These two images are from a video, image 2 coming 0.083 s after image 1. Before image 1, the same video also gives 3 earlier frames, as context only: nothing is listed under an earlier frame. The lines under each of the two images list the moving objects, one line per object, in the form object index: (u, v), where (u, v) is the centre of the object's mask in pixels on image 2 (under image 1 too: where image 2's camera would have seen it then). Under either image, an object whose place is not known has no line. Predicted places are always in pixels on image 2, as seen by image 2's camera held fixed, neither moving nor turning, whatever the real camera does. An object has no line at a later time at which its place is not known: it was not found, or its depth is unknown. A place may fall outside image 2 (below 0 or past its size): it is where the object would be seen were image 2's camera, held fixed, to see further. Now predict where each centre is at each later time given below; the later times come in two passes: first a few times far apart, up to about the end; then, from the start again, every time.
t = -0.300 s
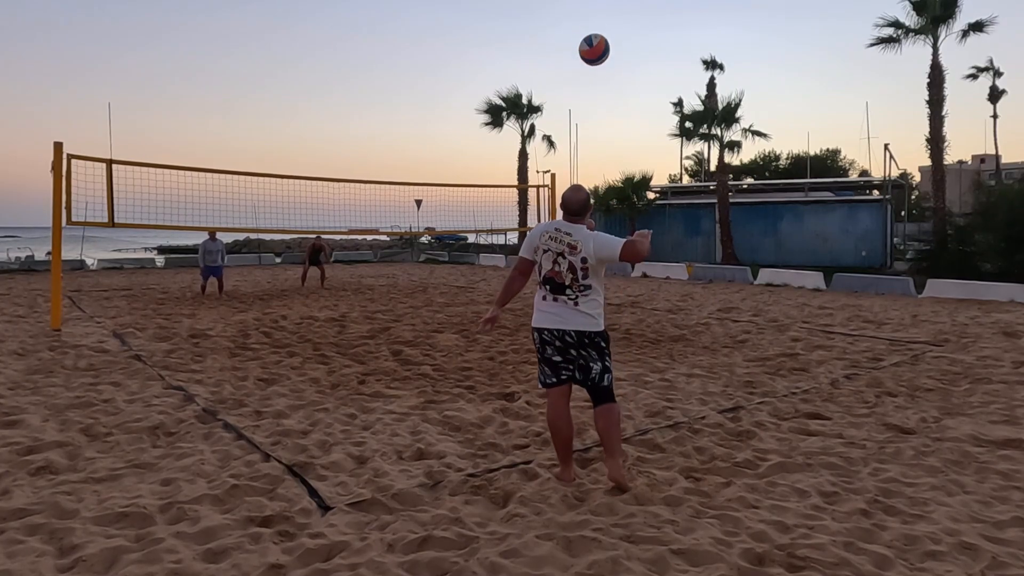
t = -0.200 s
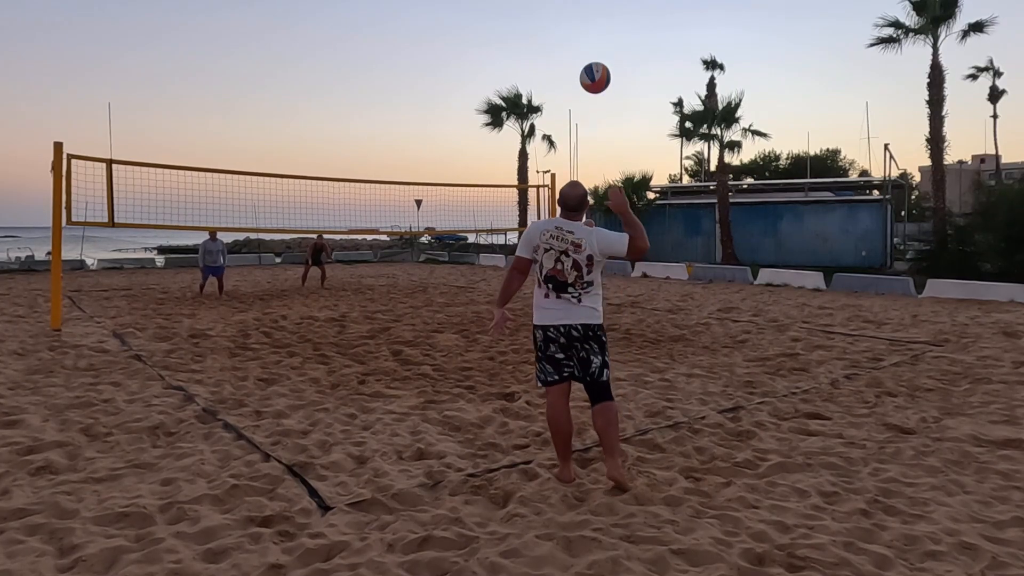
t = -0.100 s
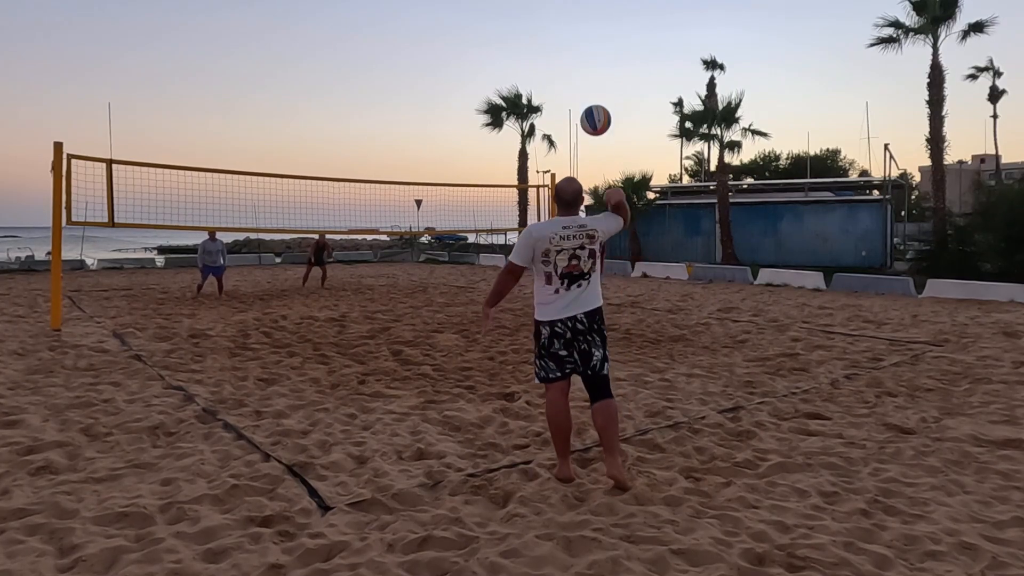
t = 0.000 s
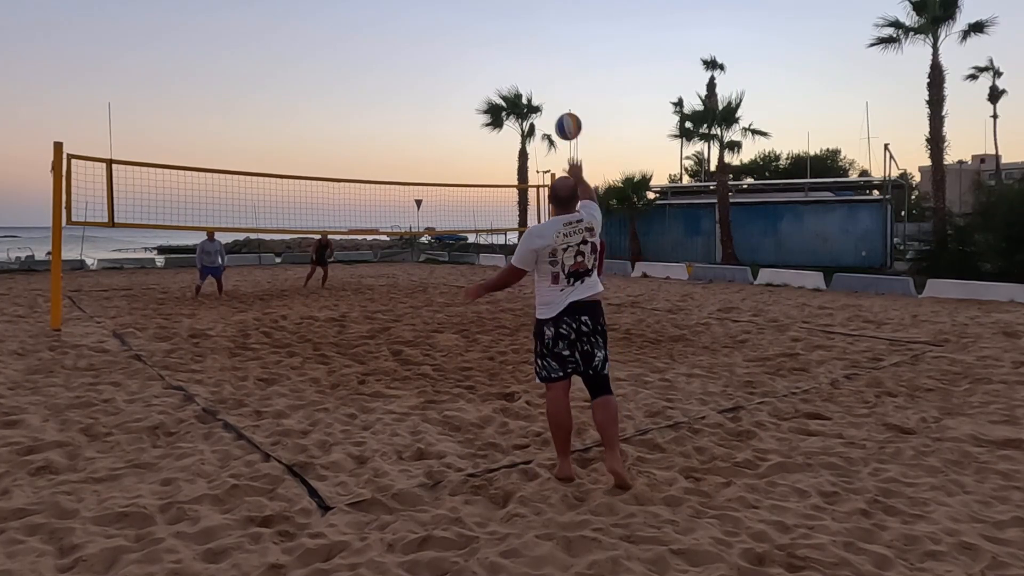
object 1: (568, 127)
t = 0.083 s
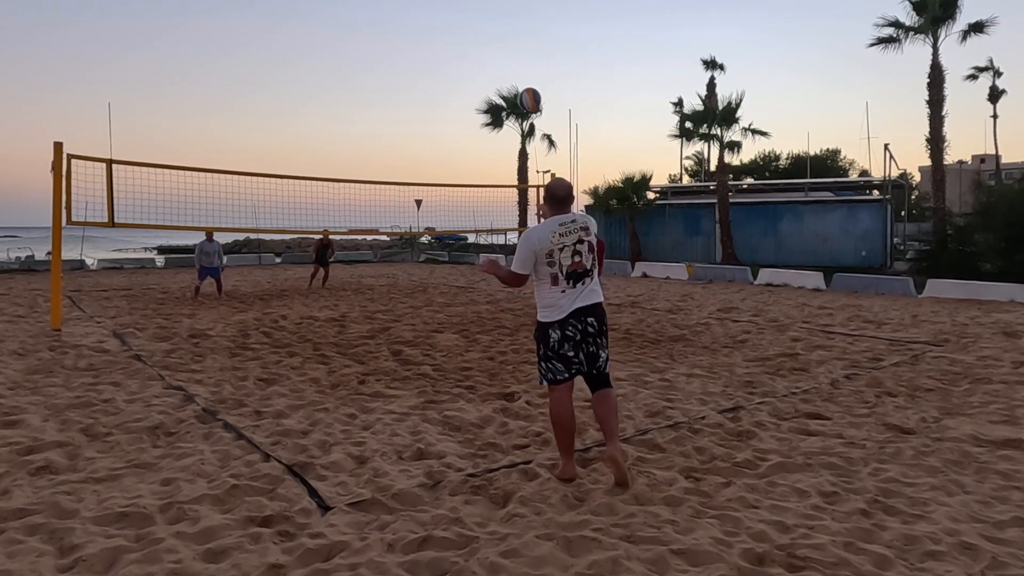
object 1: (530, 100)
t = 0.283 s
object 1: (472, 83)
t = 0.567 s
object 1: (431, 114)
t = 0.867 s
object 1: (405, 177)
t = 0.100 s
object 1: (523, 96)
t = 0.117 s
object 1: (517, 92)
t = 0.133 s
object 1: (512, 91)
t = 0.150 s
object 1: (507, 89)
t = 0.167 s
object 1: (501, 86)
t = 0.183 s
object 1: (496, 84)
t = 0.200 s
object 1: (492, 83)
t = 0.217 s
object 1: (487, 83)
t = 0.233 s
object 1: (483, 82)
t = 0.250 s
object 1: (479, 82)
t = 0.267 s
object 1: (475, 83)
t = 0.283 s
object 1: (472, 83)
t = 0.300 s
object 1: (468, 84)
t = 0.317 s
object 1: (465, 84)
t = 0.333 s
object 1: (462, 85)
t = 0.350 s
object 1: (459, 86)
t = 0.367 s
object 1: (456, 88)
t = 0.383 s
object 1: (454, 89)
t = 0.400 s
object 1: (451, 91)
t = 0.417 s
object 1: (449, 93)
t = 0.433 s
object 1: (446, 95)
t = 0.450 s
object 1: (444, 97)
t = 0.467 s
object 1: (442, 99)
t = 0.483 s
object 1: (440, 101)
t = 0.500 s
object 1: (438, 103)
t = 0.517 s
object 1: (436, 106)
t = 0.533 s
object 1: (434, 109)
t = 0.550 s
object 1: (432, 111)
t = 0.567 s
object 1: (431, 114)
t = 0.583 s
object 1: (429, 117)
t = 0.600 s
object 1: (427, 120)
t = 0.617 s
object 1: (426, 123)
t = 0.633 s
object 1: (424, 126)
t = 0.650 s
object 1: (423, 130)
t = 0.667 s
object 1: (421, 133)
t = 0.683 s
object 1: (420, 136)
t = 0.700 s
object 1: (418, 140)
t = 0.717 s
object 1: (417, 143)
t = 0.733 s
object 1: (416, 147)
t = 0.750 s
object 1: (414, 150)
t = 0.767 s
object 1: (413, 154)
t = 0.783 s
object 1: (411, 158)
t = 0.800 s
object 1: (410, 162)
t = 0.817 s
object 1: (409, 165)
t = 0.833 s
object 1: (408, 169)
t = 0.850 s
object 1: (406, 173)
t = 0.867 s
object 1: (405, 177)
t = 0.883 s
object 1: (404, 180)
